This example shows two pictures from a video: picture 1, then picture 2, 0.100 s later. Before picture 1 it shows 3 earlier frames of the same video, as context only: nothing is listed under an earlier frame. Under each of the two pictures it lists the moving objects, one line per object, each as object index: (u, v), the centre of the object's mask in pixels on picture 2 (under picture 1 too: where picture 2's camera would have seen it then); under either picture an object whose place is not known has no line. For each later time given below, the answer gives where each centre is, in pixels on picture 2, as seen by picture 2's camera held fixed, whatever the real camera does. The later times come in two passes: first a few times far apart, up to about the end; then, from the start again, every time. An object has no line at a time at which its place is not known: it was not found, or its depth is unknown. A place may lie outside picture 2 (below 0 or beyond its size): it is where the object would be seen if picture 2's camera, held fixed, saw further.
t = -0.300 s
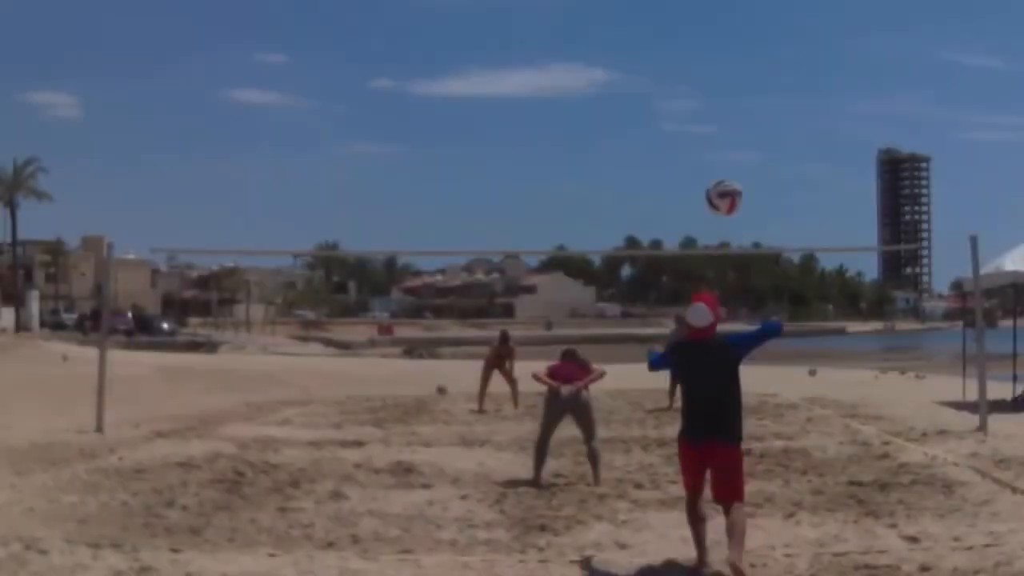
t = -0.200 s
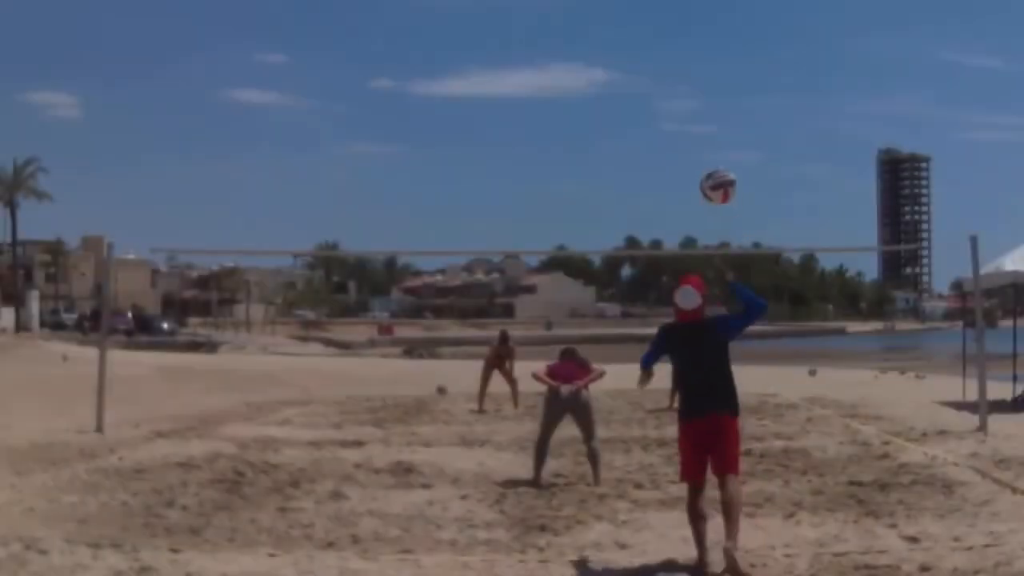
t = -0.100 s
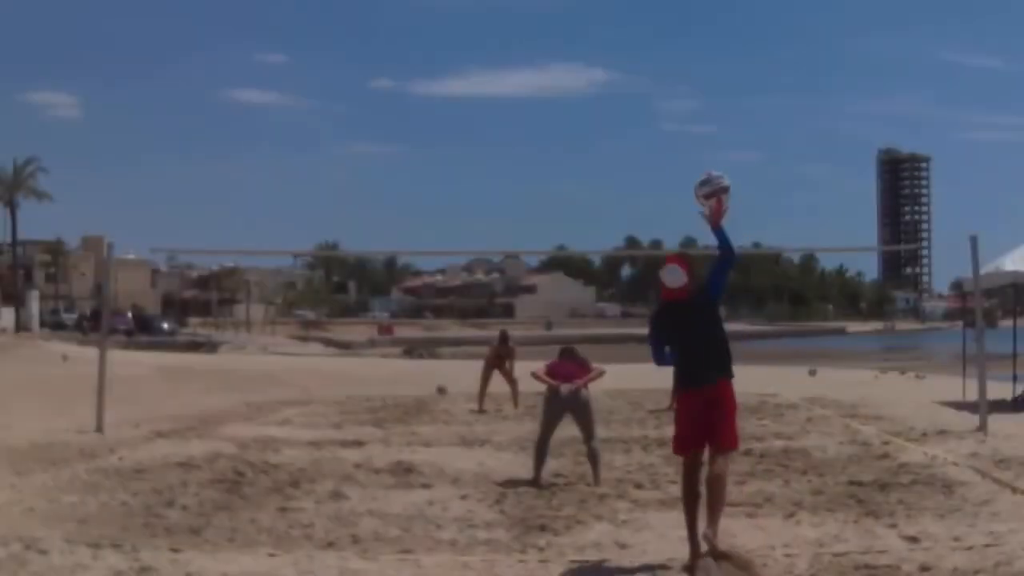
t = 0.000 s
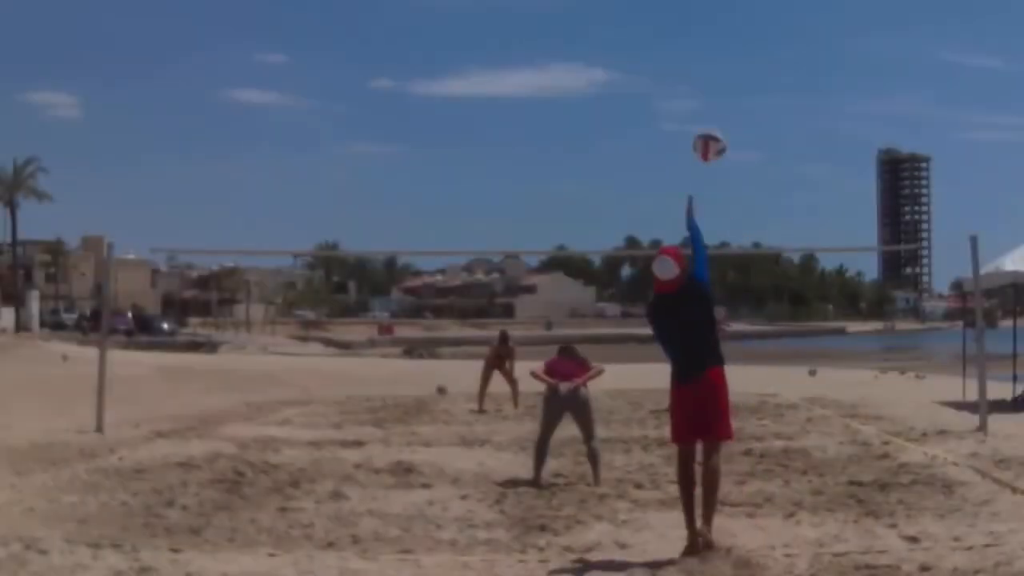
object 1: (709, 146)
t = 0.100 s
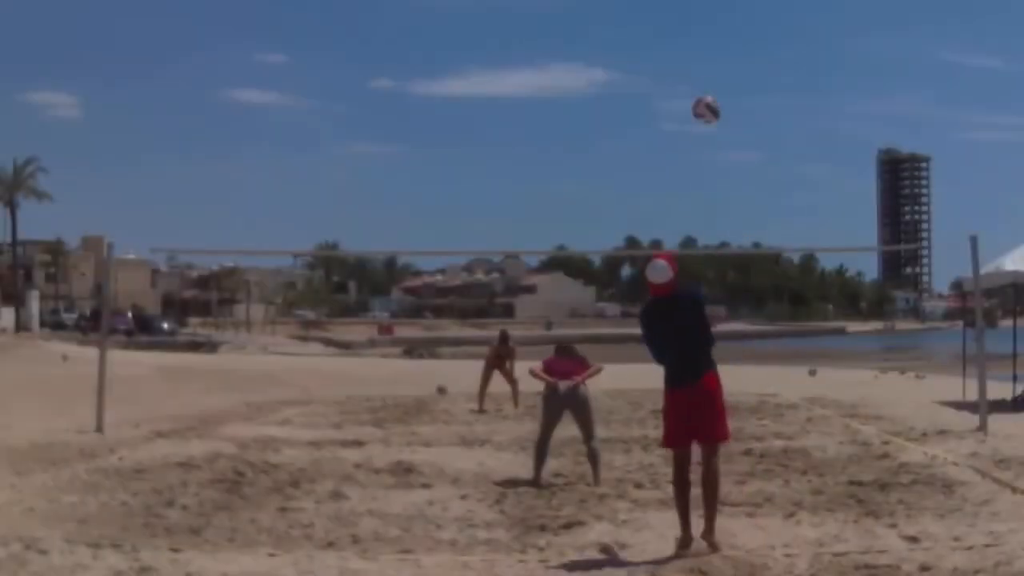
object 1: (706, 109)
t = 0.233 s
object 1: (705, 90)
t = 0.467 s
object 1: (706, 101)
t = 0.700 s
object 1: (708, 146)
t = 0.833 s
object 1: (712, 186)
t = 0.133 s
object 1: (706, 101)
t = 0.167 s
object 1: (706, 95)
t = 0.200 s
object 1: (706, 92)
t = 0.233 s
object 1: (705, 90)
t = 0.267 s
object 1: (706, 89)
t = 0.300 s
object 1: (706, 88)
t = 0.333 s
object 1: (706, 89)
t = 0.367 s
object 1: (706, 91)
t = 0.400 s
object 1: (705, 93)
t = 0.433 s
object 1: (706, 96)
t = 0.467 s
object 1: (706, 101)
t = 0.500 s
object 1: (705, 106)
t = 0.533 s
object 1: (706, 111)
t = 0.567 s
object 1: (706, 117)
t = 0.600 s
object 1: (706, 124)
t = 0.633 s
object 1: (707, 130)
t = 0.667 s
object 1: (708, 138)
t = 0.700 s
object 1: (708, 146)
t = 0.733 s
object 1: (710, 156)
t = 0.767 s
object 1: (710, 166)
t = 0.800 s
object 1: (712, 175)
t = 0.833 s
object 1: (712, 186)
